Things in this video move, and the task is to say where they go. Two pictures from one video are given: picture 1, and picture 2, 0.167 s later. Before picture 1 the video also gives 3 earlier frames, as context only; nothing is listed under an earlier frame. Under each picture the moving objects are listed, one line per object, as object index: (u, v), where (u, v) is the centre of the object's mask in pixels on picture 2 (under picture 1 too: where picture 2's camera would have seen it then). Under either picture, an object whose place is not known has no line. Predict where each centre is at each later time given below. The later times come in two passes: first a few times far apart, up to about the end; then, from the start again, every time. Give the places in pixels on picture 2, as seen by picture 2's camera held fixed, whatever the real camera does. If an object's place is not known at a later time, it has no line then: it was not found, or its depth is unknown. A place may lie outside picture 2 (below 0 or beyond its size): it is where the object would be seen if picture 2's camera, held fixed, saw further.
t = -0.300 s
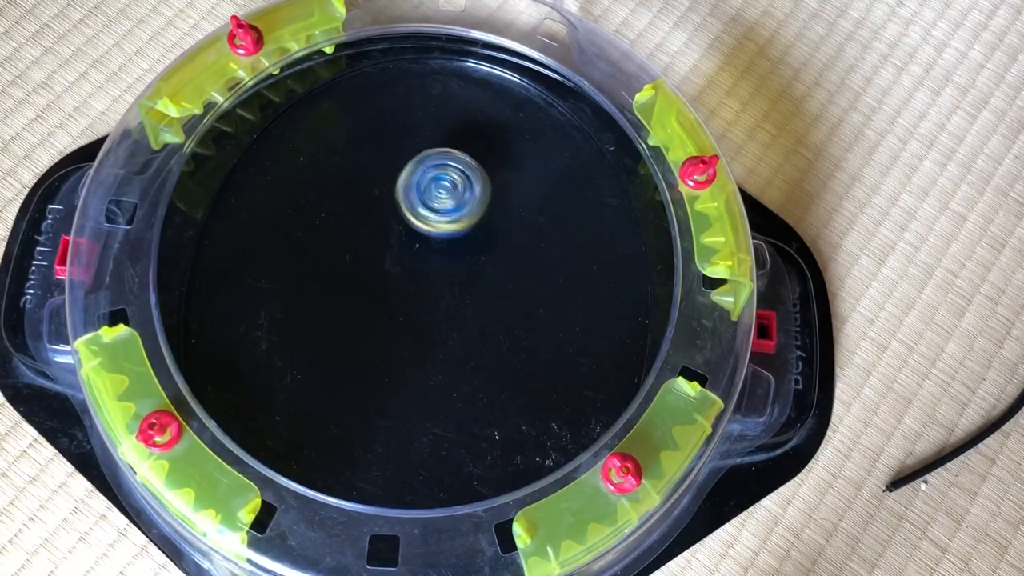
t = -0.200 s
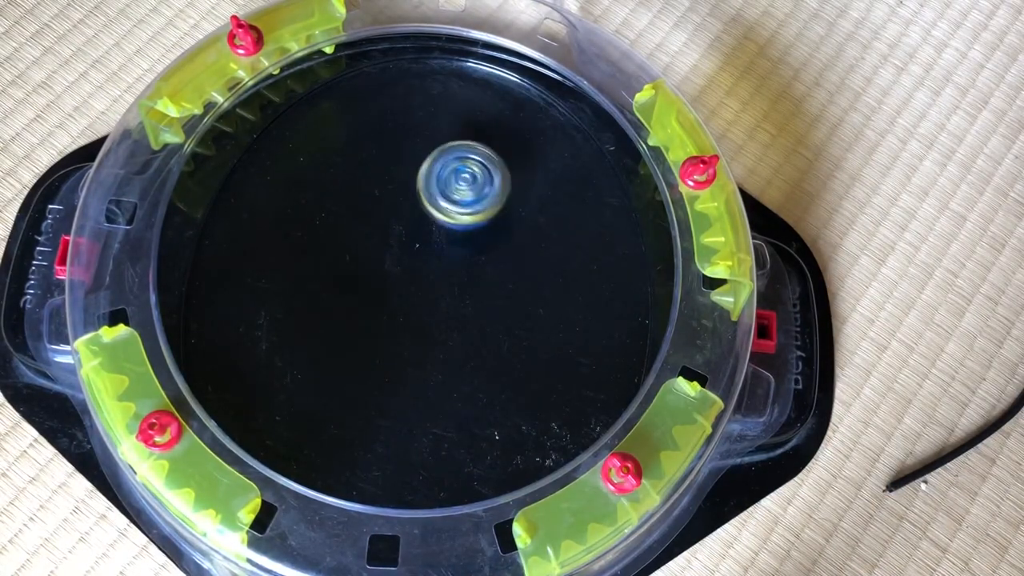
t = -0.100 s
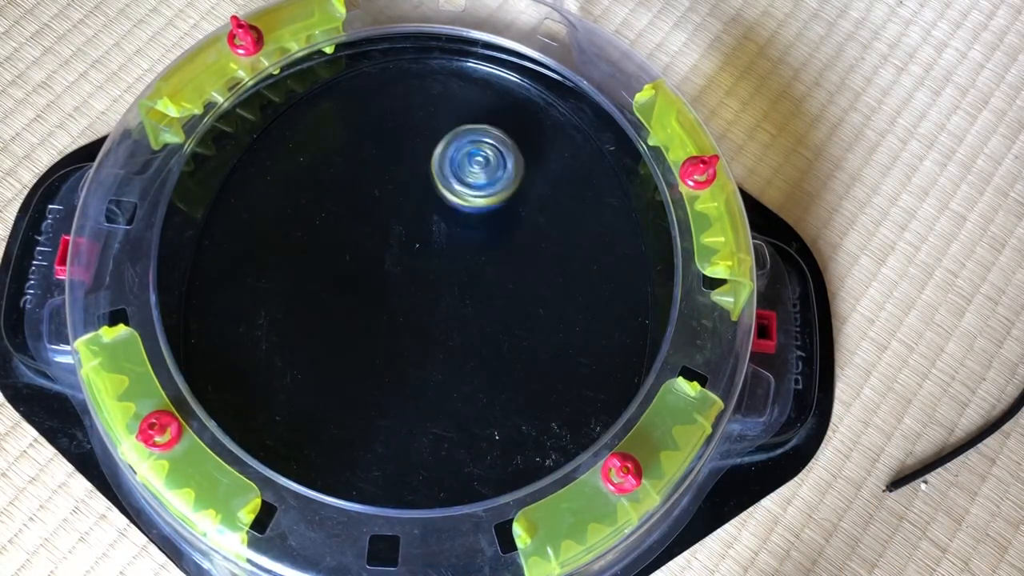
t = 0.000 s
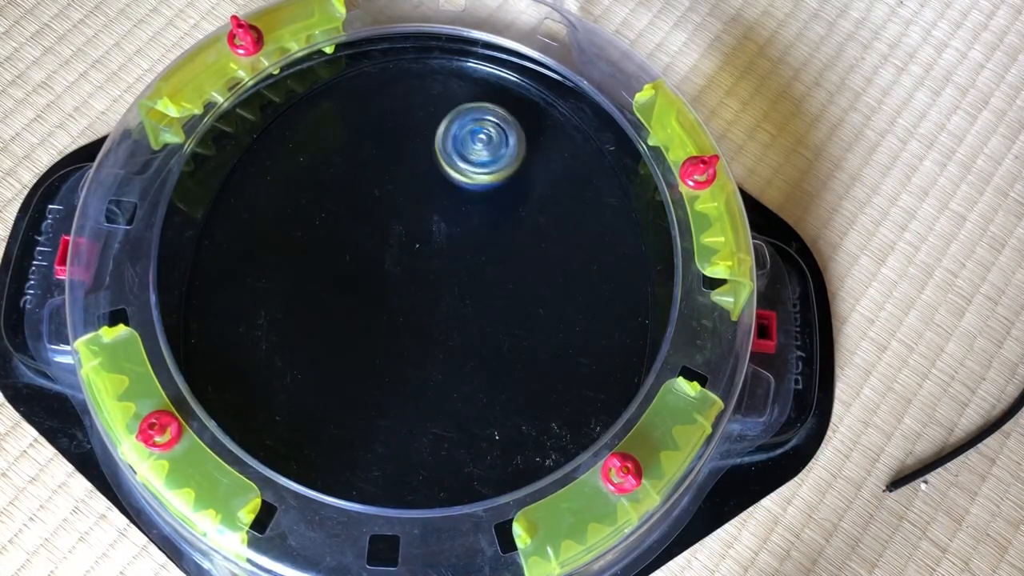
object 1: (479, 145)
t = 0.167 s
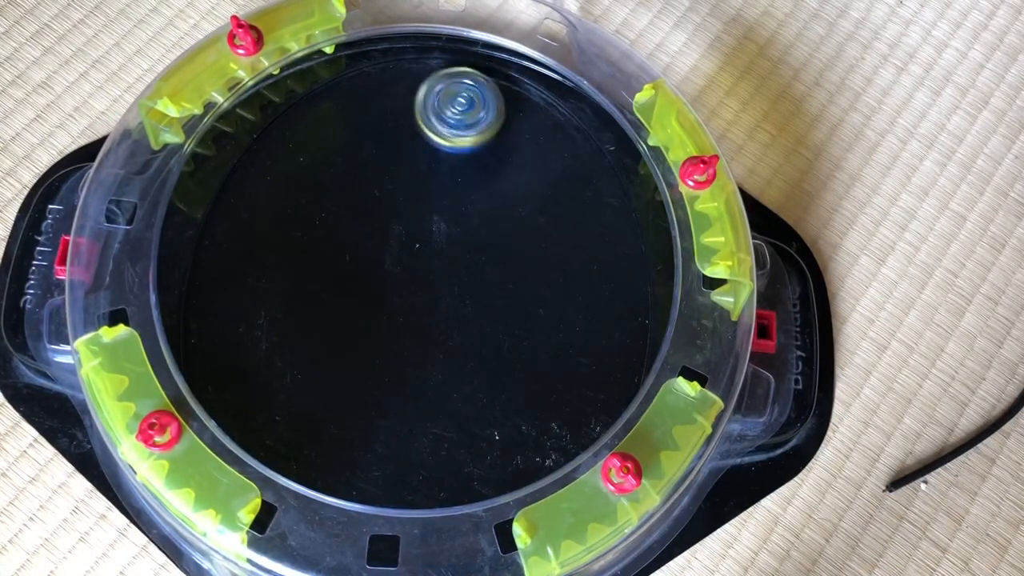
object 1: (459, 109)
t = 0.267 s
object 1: (435, 99)
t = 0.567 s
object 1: (398, 146)
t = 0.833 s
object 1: (450, 174)
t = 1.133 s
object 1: (486, 137)
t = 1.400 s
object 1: (433, 109)
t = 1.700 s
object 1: (393, 153)
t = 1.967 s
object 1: (432, 182)
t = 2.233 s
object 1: (476, 156)
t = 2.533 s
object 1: (449, 101)
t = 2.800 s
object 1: (400, 127)
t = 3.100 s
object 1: (434, 174)
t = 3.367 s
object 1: (479, 163)
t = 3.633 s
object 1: (465, 123)
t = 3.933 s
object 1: (406, 117)
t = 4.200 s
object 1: (405, 156)
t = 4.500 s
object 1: (459, 169)
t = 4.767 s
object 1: (480, 134)
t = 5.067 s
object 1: (428, 107)
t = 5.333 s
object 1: (398, 146)
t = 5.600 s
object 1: (439, 174)
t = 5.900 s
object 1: (479, 139)
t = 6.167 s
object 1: (439, 103)
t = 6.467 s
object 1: (403, 139)
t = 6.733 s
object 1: (449, 167)
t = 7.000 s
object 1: (484, 142)
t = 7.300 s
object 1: (436, 111)
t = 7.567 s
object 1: (395, 134)
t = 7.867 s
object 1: (433, 169)
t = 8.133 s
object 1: (479, 150)
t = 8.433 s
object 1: (452, 107)
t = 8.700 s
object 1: (404, 117)
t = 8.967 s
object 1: (420, 158)
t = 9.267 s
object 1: (476, 161)
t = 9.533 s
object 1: (470, 127)
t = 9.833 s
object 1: (416, 111)
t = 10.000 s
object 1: (398, 127)
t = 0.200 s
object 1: (452, 104)
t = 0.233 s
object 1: (443, 100)
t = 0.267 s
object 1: (435, 99)
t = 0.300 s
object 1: (426, 99)
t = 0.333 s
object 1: (417, 101)
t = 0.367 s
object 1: (409, 104)
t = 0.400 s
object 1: (403, 109)
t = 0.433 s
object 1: (398, 116)
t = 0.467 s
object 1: (396, 124)
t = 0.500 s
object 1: (395, 130)
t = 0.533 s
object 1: (394, 138)
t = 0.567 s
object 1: (398, 146)
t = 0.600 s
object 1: (401, 151)
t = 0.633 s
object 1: (406, 158)
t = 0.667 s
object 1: (413, 163)
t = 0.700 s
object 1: (419, 166)
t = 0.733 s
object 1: (426, 170)
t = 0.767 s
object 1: (435, 173)
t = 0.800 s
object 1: (442, 173)
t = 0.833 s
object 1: (450, 174)
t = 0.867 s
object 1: (458, 173)
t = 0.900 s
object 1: (464, 171)
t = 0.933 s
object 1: (471, 169)
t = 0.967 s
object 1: (478, 165)
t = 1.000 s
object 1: (481, 160)
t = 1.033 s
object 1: (485, 156)
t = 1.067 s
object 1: (487, 149)
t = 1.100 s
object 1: (487, 143)
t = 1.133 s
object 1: (486, 137)
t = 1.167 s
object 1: (482, 130)
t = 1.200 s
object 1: (477, 125)
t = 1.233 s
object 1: (472, 119)
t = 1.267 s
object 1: (465, 114)
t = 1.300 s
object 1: (458, 111)
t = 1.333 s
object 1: (450, 109)
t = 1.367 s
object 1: (441, 108)
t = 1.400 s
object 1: (433, 109)
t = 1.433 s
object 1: (426, 110)
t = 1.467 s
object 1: (418, 113)
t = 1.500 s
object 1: (412, 118)
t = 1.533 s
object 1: (405, 122)
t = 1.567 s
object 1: (400, 128)
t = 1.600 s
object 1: (397, 134)
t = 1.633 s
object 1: (393, 141)
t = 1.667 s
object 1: (393, 148)
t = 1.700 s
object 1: (393, 153)
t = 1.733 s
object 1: (394, 160)
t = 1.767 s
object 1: (398, 166)
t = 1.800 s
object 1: (401, 170)
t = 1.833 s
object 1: (406, 175)
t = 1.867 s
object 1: (413, 178)
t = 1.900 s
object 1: (418, 180)
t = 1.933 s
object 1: (426, 182)
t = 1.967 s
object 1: (432, 182)
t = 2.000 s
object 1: (438, 183)
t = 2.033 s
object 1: (447, 181)
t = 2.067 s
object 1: (452, 179)
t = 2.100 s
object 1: (459, 176)
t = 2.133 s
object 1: (464, 172)
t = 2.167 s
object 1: (469, 168)
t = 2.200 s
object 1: (474, 162)
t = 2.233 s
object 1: (476, 156)
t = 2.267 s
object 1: (479, 150)
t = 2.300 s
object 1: (479, 142)
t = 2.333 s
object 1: (478, 135)
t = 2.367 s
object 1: (477, 129)
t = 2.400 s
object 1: (473, 122)
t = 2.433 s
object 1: (469, 115)
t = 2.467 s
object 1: (463, 109)
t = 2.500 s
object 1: (456, 105)
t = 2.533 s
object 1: (449, 101)
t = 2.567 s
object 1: (440, 99)
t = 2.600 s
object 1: (432, 100)
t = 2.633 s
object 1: (424, 101)
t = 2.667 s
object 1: (416, 104)
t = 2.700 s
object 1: (411, 109)
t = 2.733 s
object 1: (405, 114)
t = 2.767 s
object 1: (402, 121)
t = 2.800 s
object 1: (400, 127)
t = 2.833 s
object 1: (399, 135)
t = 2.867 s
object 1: (401, 142)
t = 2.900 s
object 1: (402, 148)
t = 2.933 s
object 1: (406, 154)
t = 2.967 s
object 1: (410, 158)
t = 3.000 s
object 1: (415, 165)
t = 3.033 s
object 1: (421, 168)
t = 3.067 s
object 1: (426, 171)
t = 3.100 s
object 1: (434, 174)
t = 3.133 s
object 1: (440, 175)
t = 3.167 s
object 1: (447, 177)
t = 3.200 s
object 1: (454, 176)
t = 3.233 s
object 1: (459, 176)
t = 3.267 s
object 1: (466, 174)
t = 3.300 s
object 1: (470, 171)
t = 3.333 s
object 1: (475, 169)
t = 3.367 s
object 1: (479, 163)
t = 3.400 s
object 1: (480, 160)
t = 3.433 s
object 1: (483, 155)
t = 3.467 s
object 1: (482, 149)
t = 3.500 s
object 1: (482, 144)
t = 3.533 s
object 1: (478, 137)
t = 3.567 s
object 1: (475, 133)
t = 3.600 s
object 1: (471, 127)
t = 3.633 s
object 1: (465, 123)
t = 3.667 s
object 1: (460, 118)
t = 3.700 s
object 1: (453, 115)
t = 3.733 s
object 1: (447, 112)
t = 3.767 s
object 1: (440, 110)
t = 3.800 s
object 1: (433, 110)
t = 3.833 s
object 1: (426, 109)
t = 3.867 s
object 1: (419, 111)
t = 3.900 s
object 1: (413, 113)
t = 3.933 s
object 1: (406, 117)
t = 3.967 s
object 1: (403, 121)
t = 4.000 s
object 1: (398, 126)
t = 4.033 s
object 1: (397, 132)
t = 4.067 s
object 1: (396, 136)
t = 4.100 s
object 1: (396, 142)
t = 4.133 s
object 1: (398, 146)
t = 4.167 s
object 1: (400, 152)
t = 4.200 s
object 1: (405, 156)
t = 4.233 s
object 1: (408, 160)
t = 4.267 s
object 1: (415, 164)
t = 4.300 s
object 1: (419, 165)
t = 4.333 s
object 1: (427, 169)
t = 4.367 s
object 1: (432, 169)
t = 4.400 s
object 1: (439, 171)
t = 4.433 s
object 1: (446, 170)
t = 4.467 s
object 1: (452, 170)
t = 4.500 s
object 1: (459, 169)
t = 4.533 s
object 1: (464, 166)
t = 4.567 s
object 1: (470, 164)
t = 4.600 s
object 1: (473, 159)
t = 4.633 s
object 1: (479, 155)
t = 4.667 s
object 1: (480, 150)
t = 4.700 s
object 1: (482, 145)
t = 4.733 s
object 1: (481, 139)
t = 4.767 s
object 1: (480, 134)
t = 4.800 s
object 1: (478, 128)
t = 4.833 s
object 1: (473, 123)
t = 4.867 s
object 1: (469, 118)
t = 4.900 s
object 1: (463, 114)
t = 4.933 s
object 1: (458, 110)
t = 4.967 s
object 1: (450, 107)
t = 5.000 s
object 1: (443, 106)
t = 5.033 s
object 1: (435, 106)
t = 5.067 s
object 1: (428, 107)
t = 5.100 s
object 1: (421, 108)
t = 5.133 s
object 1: (415, 112)
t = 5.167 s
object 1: (409, 115)
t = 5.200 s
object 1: (404, 121)
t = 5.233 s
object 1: (401, 126)
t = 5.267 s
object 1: (398, 133)
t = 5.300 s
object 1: (398, 139)
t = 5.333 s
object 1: (398, 146)
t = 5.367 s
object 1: (401, 151)
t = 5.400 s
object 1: (403, 157)
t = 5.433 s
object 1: (408, 161)
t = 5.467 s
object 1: (412, 165)
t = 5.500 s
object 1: (419, 169)
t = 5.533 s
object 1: (424, 172)
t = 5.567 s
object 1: (432, 174)
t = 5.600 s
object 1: (439, 174)
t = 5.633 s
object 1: (447, 175)
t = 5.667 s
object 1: (453, 173)
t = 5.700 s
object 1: (460, 171)
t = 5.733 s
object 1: (466, 167)
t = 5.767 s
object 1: (471, 163)
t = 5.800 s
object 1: (476, 157)
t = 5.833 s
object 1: (478, 152)
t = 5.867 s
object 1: (479, 145)
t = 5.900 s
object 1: (479, 139)
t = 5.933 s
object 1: (477, 132)
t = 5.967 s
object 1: (474, 126)
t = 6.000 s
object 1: (470, 120)
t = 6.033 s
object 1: (465, 115)
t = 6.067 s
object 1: (460, 110)
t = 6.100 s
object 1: (452, 107)
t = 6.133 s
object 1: (446, 104)
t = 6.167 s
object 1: (439, 103)
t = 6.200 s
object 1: (433, 102)
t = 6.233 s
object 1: (424, 103)
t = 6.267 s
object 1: (418, 105)
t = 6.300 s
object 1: (411, 108)
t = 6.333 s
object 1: (407, 113)
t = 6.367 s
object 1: (403, 119)
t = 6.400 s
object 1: (401, 126)
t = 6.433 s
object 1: (400, 132)
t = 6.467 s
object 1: (403, 139)
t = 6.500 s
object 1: (405, 145)
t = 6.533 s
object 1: (410, 151)
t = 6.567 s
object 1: (415, 155)
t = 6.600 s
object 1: (422, 159)
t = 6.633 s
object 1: (427, 162)
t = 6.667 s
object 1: (435, 165)
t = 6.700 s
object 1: (441, 166)
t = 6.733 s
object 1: (449, 167)
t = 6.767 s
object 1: (455, 167)
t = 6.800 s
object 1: (463, 166)
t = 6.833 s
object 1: (469, 164)
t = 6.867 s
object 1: (475, 162)
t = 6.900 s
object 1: (479, 157)
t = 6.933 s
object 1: (482, 153)
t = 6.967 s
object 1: (483, 147)
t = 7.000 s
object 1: (484, 142)
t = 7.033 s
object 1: (481, 135)
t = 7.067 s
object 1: (479, 131)
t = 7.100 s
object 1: (474, 126)
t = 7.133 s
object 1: (469, 122)
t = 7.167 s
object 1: (463, 118)
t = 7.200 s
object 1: (457, 115)
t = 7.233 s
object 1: (449, 113)
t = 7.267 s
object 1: (444, 112)
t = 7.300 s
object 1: (436, 111)
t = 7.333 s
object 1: (430, 111)
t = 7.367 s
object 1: (423, 112)
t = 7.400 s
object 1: (417, 114)
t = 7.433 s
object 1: (410, 116)
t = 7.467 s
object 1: (405, 120)
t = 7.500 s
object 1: (400, 124)
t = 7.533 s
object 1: (398, 129)
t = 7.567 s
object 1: (395, 134)
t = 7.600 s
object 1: (396, 140)
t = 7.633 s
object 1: (396, 145)
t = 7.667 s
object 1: (400, 150)
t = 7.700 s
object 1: (402, 155)
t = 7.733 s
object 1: (407, 159)
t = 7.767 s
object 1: (412, 163)
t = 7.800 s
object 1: (419, 166)
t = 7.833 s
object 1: (425, 168)
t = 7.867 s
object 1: (433, 169)
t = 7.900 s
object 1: (439, 170)
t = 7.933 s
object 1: (447, 169)
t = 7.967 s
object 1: (453, 169)
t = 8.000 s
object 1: (459, 167)
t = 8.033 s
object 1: (465, 164)
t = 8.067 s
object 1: (471, 160)
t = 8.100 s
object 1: (476, 156)
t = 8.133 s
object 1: (479, 150)
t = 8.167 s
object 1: (481, 145)
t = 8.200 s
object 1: (481, 139)
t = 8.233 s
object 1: (481, 133)
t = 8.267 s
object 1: (478, 127)
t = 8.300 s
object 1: (474, 122)
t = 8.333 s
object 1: (469, 116)
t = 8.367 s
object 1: (465, 113)
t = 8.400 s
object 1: (458, 110)
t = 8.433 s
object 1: (452, 107)
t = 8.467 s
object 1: (445, 105)
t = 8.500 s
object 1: (440, 104)
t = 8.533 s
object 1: (432, 104)
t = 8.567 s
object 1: (426, 104)
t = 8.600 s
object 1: (419, 106)
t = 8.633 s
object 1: (413, 109)
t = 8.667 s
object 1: (407, 113)
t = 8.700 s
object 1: (404, 117)
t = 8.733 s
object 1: (401, 123)
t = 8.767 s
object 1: (400, 128)
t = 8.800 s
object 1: (400, 135)
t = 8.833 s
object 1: (402, 139)
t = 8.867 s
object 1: (406, 146)
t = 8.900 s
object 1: (409, 150)
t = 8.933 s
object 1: (415, 155)
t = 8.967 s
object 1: (420, 158)
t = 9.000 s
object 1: (427, 162)
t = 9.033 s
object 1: (432, 164)
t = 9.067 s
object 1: (439, 166)
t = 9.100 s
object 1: (445, 168)
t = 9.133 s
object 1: (453, 168)
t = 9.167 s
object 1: (458, 168)
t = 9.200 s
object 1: (466, 167)
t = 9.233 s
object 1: (470, 165)
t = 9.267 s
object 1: (476, 161)
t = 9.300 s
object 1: (479, 159)
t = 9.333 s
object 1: (482, 153)
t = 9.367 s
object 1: (484, 150)
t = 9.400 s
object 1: (483, 145)
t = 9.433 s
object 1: (483, 140)
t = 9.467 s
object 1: (479, 135)
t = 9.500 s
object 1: (476, 131)
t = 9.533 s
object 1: (470, 127)
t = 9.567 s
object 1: (465, 123)
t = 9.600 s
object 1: (458, 120)
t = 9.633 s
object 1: (454, 117)
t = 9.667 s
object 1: (448, 116)
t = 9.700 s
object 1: (441, 113)
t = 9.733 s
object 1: (435, 112)
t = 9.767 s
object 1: (429, 111)
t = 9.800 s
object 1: (423, 111)
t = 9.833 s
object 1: (416, 111)
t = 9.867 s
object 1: (411, 113)
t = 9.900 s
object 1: (405, 115)
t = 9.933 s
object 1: (402, 119)
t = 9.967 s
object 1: (398, 123)
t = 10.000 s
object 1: (398, 127)
